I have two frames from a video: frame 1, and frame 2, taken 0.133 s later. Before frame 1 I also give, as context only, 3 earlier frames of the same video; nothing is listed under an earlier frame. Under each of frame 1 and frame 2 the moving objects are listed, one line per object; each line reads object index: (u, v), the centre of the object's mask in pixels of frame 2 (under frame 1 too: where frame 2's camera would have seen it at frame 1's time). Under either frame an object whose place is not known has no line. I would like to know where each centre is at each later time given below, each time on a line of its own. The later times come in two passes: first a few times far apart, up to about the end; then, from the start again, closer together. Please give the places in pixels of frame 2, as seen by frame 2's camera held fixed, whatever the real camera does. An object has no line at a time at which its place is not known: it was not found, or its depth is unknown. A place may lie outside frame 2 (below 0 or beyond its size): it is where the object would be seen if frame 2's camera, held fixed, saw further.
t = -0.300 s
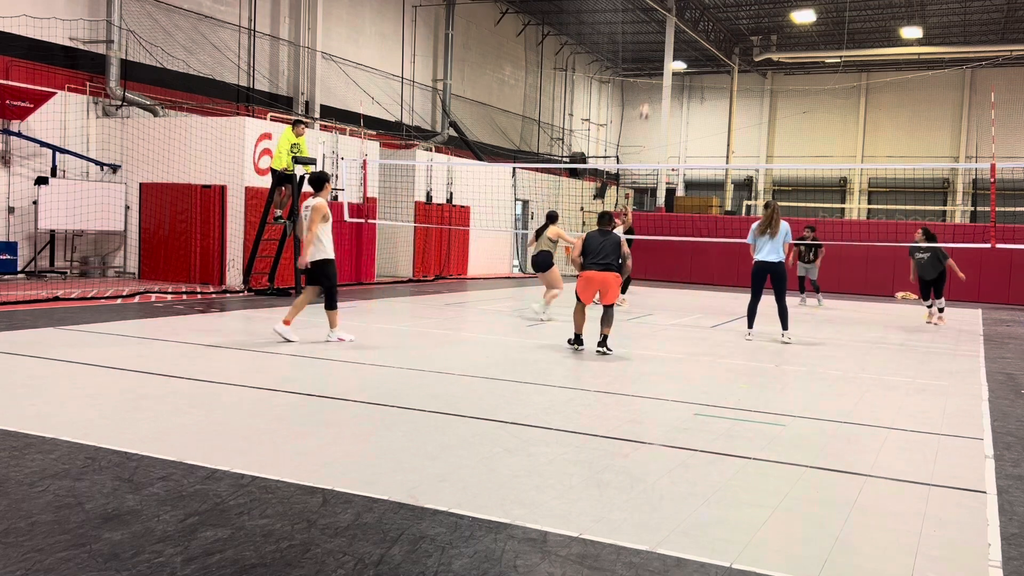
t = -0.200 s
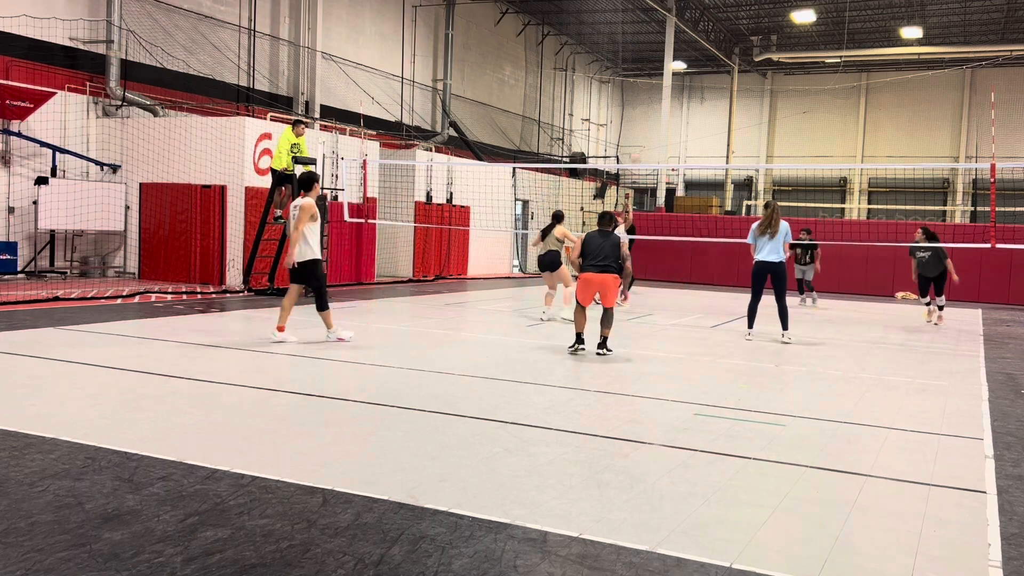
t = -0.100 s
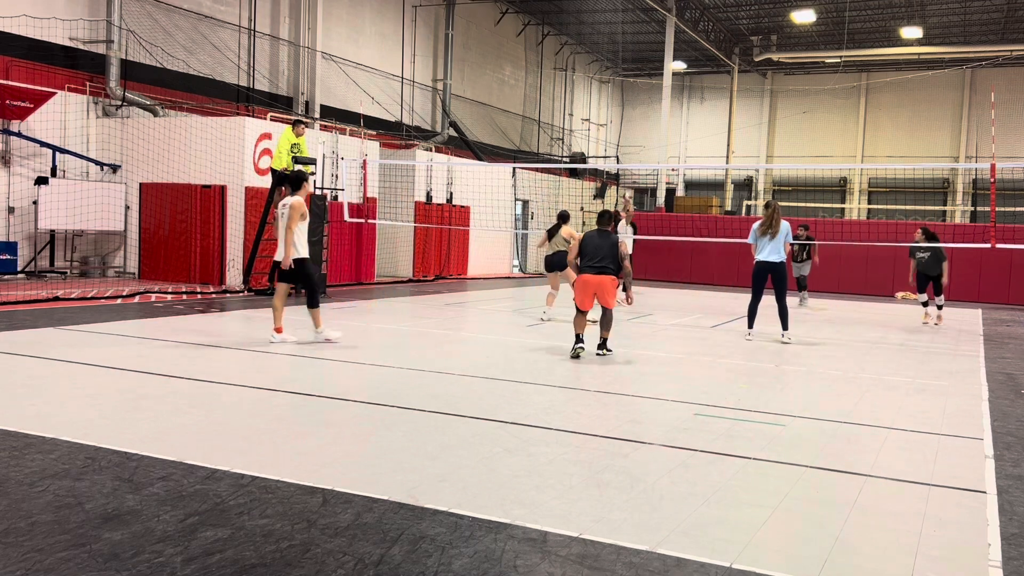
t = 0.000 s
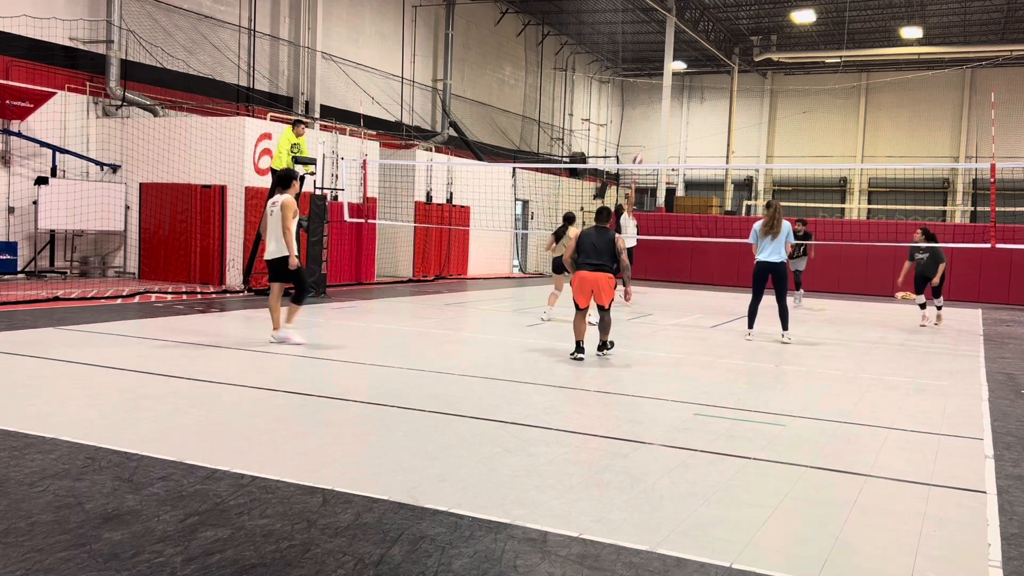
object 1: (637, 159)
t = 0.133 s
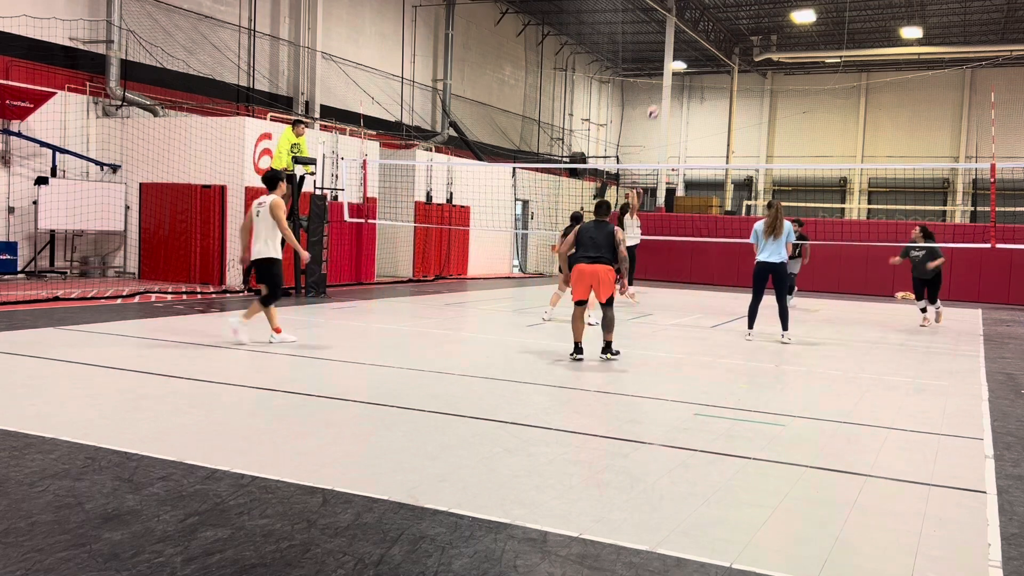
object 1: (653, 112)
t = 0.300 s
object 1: (670, 68)
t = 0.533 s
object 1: (695, 32)
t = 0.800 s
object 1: (721, 32)
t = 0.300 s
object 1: (670, 68)
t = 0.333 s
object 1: (675, 60)
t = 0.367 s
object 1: (678, 54)
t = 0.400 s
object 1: (681, 49)
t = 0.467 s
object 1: (688, 39)
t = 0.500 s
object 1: (692, 35)
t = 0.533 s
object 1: (695, 32)
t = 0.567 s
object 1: (698, 30)
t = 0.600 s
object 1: (702, 28)
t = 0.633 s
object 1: (705, 27)
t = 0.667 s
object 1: (708, 27)
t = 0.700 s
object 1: (711, 27)
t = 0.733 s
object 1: (715, 28)
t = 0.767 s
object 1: (718, 30)
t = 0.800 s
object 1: (721, 32)
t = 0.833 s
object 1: (724, 35)
